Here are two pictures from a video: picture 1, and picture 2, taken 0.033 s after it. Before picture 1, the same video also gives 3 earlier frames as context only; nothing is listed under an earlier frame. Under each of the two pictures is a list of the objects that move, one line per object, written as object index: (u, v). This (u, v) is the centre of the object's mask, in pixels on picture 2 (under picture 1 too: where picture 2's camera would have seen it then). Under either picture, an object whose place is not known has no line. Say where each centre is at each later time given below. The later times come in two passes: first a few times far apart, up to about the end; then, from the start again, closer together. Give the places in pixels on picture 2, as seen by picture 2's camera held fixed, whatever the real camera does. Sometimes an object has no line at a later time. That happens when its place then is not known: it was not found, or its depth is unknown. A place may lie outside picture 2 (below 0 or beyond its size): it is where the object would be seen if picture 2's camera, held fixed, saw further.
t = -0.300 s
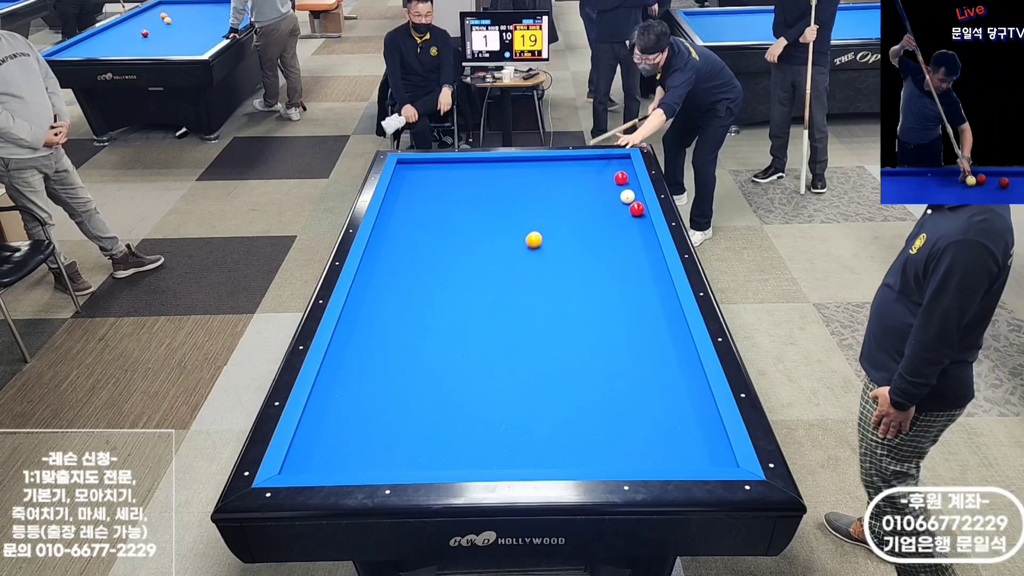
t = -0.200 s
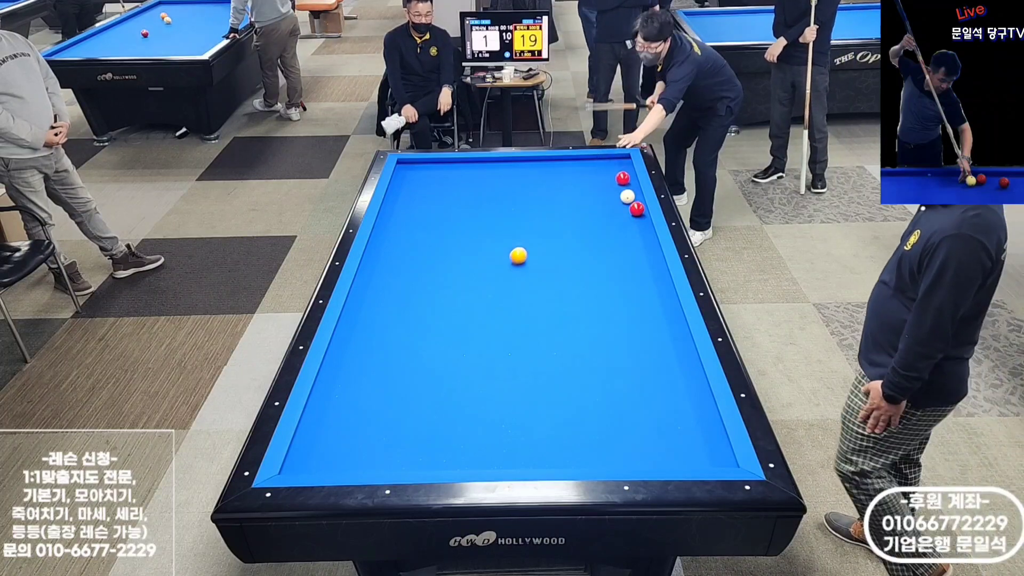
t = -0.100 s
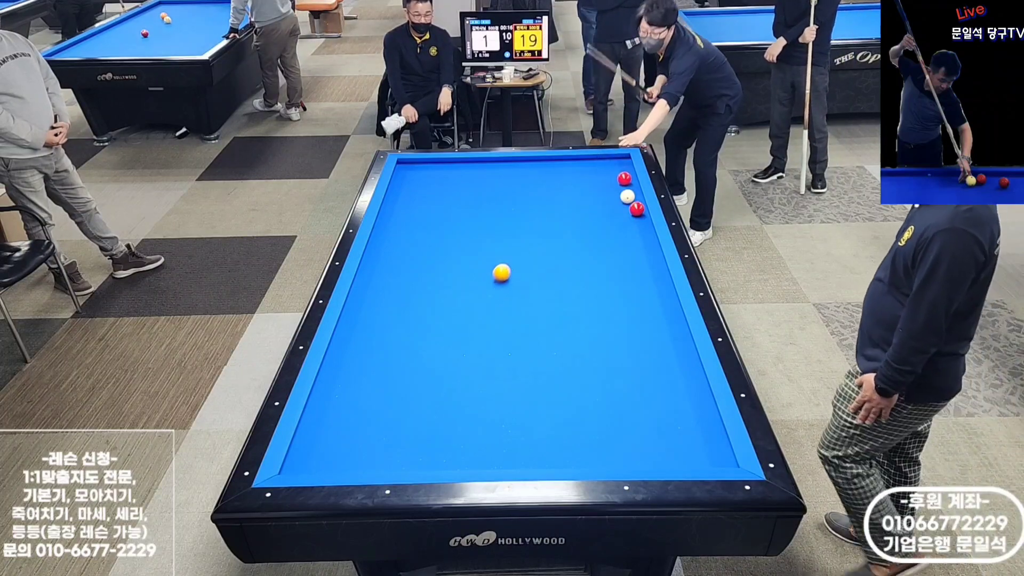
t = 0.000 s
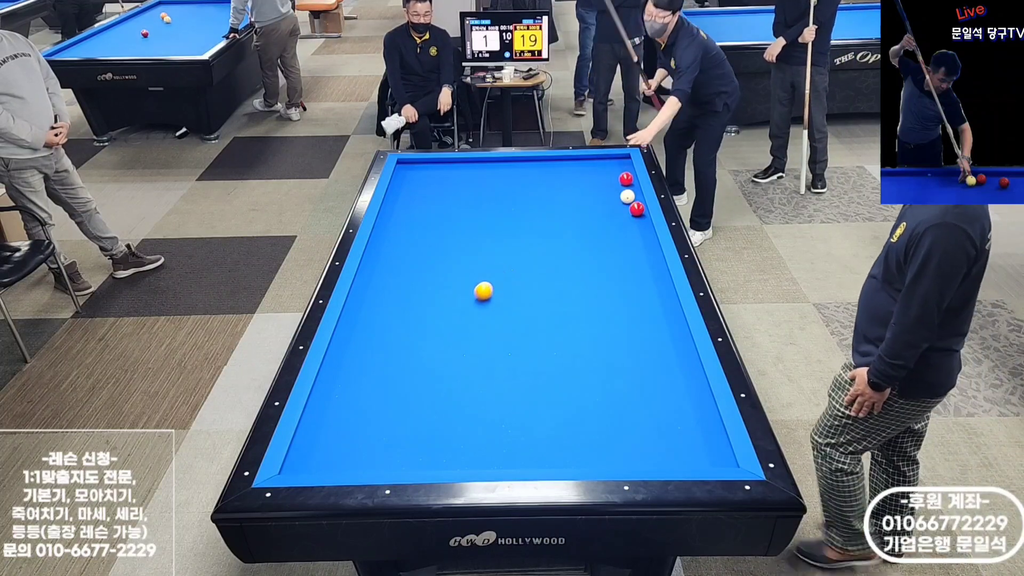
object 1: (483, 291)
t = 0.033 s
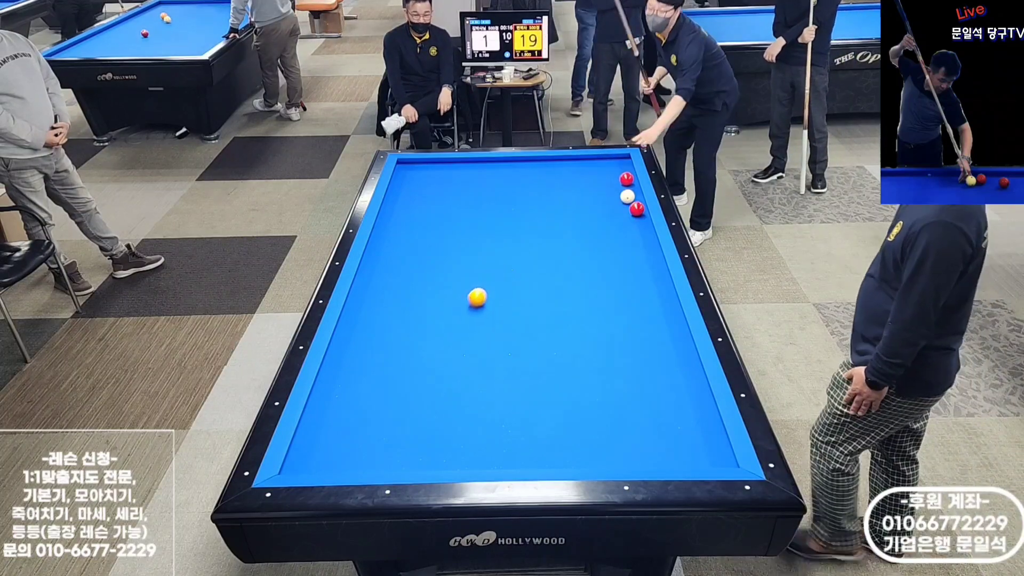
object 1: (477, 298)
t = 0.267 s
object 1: (427, 348)
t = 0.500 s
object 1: (366, 411)
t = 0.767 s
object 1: (305, 444)
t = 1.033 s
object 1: (357, 399)
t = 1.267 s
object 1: (390, 370)
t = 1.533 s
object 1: (423, 340)
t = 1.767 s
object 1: (449, 317)
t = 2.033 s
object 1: (475, 294)
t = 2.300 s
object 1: (498, 273)
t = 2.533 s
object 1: (516, 257)
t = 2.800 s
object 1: (535, 239)
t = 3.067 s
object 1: (553, 224)
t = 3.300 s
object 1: (566, 211)
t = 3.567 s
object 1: (581, 198)
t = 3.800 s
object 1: (593, 187)
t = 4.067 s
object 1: (605, 176)
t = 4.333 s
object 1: (617, 166)
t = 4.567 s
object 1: (624, 157)
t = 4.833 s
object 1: (623, 160)
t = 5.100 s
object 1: (623, 163)
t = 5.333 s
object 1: (624, 167)
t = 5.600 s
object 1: (624, 170)
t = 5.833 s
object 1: (624, 172)
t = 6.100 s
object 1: (623, 174)
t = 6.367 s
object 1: (622, 176)
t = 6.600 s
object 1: (622, 176)
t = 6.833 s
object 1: (622, 177)
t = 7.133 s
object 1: (622, 177)
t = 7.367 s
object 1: (623, 177)
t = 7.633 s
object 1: (622, 178)
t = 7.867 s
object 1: (623, 178)
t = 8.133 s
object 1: (623, 177)
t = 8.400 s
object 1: (623, 177)
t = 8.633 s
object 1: (623, 177)
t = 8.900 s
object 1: (622, 177)
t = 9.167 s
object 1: (622, 177)
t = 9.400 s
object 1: (622, 177)
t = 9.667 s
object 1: (622, 177)
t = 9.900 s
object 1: (622, 177)
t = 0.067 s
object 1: (471, 304)
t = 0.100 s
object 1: (464, 311)
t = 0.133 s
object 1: (457, 318)
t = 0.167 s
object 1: (450, 325)
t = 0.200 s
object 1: (443, 333)
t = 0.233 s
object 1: (435, 340)
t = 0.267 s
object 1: (427, 348)
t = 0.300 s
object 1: (419, 356)
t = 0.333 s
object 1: (411, 365)
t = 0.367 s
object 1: (403, 373)
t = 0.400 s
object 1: (394, 382)
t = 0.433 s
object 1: (385, 392)
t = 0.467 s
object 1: (375, 401)
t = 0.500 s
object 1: (366, 411)
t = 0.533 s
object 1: (356, 421)
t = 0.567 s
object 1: (345, 432)
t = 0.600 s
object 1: (335, 443)
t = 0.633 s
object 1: (324, 454)
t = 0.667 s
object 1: (312, 464)
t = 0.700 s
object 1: (306, 461)
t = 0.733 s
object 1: (302, 453)
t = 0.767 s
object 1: (305, 444)
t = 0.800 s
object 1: (313, 437)
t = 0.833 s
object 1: (321, 430)
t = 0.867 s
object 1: (329, 424)
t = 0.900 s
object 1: (335, 418)
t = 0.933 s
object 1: (341, 413)
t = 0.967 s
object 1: (347, 408)
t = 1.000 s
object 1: (352, 403)
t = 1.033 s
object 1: (357, 399)
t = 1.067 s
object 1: (362, 394)
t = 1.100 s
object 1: (367, 390)
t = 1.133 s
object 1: (372, 386)
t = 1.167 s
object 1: (376, 382)
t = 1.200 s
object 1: (381, 378)
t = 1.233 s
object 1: (385, 374)
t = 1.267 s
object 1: (390, 370)
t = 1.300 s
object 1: (395, 365)
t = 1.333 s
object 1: (399, 362)
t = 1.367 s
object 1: (403, 358)
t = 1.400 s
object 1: (407, 354)
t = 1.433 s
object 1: (411, 350)
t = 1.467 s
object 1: (415, 347)
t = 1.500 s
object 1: (419, 343)
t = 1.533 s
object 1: (423, 340)
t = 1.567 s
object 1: (427, 337)
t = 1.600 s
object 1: (431, 333)
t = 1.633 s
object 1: (435, 330)
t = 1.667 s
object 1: (438, 327)
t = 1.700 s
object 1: (442, 323)
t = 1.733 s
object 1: (445, 320)
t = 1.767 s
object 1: (449, 317)
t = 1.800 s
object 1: (452, 314)
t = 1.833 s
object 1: (456, 311)
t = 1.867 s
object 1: (459, 308)
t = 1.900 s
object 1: (462, 305)
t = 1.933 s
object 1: (466, 302)
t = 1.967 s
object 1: (469, 299)
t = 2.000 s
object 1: (472, 296)
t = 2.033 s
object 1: (475, 294)
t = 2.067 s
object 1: (478, 291)
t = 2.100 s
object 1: (481, 288)
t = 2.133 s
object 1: (484, 286)
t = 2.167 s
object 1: (487, 283)
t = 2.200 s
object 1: (490, 281)
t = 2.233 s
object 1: (493, 278)
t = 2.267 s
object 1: (495, 275)
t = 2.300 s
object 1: (498, 273)
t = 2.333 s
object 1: (501, 270)
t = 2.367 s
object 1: (504, 268)
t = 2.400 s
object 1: (506, 266)
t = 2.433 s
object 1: (509, 263)
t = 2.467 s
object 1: (511, 261)
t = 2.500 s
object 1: (514, 259)
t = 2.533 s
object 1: (516, 257)
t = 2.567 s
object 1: (519, 254)
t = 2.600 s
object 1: (521, 252)
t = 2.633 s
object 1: (524, 250)
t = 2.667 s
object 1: (526, 248)
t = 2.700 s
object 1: (528, 246)
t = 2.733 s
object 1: (531, 243)
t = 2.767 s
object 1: (533, 241)
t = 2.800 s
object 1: (535, 239)
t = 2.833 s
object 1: (538, 237)
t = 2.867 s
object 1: (540, 235)
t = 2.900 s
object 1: (542, 233)
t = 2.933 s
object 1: (544, 231)
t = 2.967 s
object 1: (546, 229)
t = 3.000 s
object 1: (548, 227)
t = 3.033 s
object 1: (550, 226)
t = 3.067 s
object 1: (553, 224)
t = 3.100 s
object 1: (554, 222)
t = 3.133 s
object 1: (557, 220)
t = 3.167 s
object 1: (559, 218)
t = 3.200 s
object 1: (561, 216)
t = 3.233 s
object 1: (563, 215)
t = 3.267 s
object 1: (565, 213)
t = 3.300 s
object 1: (566, 211)
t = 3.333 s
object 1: (568, 209)
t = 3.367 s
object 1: (570, 208)
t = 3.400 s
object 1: (572, 206)
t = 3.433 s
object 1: (574, 204)
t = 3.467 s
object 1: (576, 203)
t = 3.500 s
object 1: (578, 201)
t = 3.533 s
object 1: (579, 199)
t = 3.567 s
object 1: (581, 198)
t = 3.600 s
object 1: (583, 196)
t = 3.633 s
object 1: (585, 195)
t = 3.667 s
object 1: (586, 193)
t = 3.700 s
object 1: (588, 192)
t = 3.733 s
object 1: (590, 190)
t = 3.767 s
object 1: (591, 189)
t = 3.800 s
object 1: (593, 187)
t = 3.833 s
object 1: (594, 186)
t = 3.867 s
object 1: (596, 184)
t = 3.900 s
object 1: (598, 183)
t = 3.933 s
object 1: (599, 181)
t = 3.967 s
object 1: (601, 180)
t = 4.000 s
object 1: (602, 179)
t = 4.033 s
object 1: (604, 177)
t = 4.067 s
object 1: (605, 176)
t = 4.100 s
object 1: (607, 175)
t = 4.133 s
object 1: (608, 173)
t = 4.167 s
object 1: (610, 172)
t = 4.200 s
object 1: (611, 171)
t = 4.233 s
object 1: (612, 169)
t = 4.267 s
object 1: (614, 168)
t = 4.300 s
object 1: (615, 167)
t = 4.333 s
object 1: (617, 166)
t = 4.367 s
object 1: (618, 164)
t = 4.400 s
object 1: (619, 163)
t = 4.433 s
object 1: (621, 162)
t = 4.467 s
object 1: (622, 161)
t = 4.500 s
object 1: (623, 160)
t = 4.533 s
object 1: (624, 158)
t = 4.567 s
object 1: (624, 157)
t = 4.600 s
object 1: (623, 157)
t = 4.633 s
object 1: (622, 156)
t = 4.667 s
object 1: (622, 157)
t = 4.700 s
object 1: (622, 158)
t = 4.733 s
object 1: (622, 158)
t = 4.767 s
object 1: (623, 159)
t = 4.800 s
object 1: (623, 159)
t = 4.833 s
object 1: (623, 160)
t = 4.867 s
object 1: (623, 160)
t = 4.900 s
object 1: (623, 161)
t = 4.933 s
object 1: (623, 161)
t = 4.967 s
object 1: (623, 162)
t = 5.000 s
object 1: (623, 162)
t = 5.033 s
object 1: (623, 162)
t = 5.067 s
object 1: (623, 163)
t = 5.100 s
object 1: (623, 163)
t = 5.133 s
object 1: (623, 164)
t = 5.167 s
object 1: (623, 164)
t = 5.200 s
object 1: (623, 165)
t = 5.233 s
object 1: (623, 165)
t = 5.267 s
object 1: (623, 166)
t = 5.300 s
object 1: (623, 166)
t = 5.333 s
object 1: (624, 167)
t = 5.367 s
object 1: (624, 167)
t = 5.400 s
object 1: (624, 167)
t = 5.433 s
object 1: (624, 168)
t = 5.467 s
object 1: (624, 168)
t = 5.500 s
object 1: (624, 169)
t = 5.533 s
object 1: (624, 169)
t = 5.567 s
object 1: (624, 169)
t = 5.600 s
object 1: (624, 170)
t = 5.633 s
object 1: (624, 170)
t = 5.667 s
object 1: (624, 170)
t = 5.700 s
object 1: (624, 170)
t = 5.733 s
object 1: (624, 171)
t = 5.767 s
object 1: (624, 171)
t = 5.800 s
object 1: (624, 171)
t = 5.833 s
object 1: (624, 172)
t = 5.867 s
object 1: (624, 172)
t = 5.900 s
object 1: (624, 172)
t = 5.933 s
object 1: (624, 173)
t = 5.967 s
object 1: (624, 173)
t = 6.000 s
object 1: (624, 173)
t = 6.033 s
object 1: (624, 173)
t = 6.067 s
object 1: (624, 174)
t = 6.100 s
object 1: (623, 174)
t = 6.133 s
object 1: (623, 174)
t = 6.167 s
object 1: (623, 174)
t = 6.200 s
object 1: (623, 175)
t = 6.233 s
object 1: (623, 175)
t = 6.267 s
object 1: (623, 175)
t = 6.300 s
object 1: (623, 175)
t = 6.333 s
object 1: (623, 175)
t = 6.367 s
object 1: (622, 176)
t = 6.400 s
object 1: (622, 176)
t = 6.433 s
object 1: (622, 176)
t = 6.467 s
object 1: (622, 176)
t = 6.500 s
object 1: (622, 176)
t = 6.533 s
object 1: (622, 176)
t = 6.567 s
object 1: (622, 176)
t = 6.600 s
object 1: (622, 176)
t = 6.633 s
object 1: (622, 176)
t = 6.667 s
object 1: (622, 177)
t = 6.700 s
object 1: (622, 177)
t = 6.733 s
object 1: (622, 177)
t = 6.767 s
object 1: (622, 177)
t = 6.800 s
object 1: (622, 177)
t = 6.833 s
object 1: (622, 177)
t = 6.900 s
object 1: (622, 177)
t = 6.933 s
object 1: (622, 177)
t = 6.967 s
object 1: (622, 177)
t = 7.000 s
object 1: (622, 177)
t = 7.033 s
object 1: (622, 177)
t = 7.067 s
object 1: (622, 177)
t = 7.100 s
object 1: (622, 177)
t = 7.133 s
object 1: (622, 177)
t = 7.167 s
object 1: (622, 177)
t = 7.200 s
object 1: (622, 177)
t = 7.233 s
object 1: (622, 177)
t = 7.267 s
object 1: (622, 177)
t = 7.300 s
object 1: (622, 177)
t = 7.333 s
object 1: (622, 177)
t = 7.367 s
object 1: (623, 177)
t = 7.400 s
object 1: (622, 177)
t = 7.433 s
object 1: (622, 177)
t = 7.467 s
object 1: (622, 177)
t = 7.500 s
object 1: (622, 177)
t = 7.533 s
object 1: (622, 177)
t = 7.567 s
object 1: (622, 177)
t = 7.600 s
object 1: (622, 178)
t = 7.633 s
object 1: (622, 178)
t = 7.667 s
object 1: (622, 178)
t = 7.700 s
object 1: (622, 178)
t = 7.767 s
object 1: (622, 178)
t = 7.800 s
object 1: (622, 178)
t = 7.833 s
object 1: (622, 178)
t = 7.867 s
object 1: (623, 178)
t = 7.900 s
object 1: (623, 177)
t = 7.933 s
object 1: (623, 177)
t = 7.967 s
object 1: (623, 178)
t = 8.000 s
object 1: (623, 177)
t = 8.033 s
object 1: (623, 177)
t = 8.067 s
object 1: (623, 177)
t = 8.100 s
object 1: (623, 177)
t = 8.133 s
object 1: (623, 177)
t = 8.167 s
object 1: (623, 177)
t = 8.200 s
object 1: (622, 177)
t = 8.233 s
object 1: (623, 177)
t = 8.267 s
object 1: (622, 177)
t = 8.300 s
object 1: (622, 177)
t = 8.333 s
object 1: (623, 177)
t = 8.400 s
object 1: (623, 177)
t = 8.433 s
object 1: (622, 177)
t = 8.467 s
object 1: (622, 177)
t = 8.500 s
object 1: (622, 177)
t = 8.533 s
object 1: (622, 177)
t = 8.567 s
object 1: (623, 177)
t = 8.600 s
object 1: (622, 177)
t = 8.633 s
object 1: (623, 177)
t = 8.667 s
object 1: (623, 177)
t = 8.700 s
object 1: (623, 177)
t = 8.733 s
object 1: (622, 177)
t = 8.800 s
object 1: (622, 177)
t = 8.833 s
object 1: (622, 177)
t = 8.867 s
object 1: (622, 177)
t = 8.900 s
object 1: (622, 177)
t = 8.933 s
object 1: (622, 177)
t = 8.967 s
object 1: (622, 177)
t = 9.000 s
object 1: (622, 177)
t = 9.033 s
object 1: (622, 177)
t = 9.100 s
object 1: (622, 177)
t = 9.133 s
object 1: (622, 177)
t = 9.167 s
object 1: (622, 177)
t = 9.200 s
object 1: (623, 177)
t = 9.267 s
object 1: (623, 177)
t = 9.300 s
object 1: (623, 177)
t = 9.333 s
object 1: (622, 177)
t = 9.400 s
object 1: (622, 177)
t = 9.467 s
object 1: (622, 177)
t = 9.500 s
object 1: (622, 177)
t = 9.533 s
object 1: (622, 177)
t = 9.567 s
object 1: (622, 177)
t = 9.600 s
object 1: (622, 177)
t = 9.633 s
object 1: (622, 177)
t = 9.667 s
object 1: (622, 177)
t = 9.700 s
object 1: (622, 177)
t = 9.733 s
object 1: (622, 177)
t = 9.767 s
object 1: (623, 177)
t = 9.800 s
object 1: (623, 177)
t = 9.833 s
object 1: (622, 177)
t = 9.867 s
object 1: (622, 177)
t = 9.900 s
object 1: (622, 177)
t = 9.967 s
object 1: (622, 177)
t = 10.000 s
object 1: (622, 177)
